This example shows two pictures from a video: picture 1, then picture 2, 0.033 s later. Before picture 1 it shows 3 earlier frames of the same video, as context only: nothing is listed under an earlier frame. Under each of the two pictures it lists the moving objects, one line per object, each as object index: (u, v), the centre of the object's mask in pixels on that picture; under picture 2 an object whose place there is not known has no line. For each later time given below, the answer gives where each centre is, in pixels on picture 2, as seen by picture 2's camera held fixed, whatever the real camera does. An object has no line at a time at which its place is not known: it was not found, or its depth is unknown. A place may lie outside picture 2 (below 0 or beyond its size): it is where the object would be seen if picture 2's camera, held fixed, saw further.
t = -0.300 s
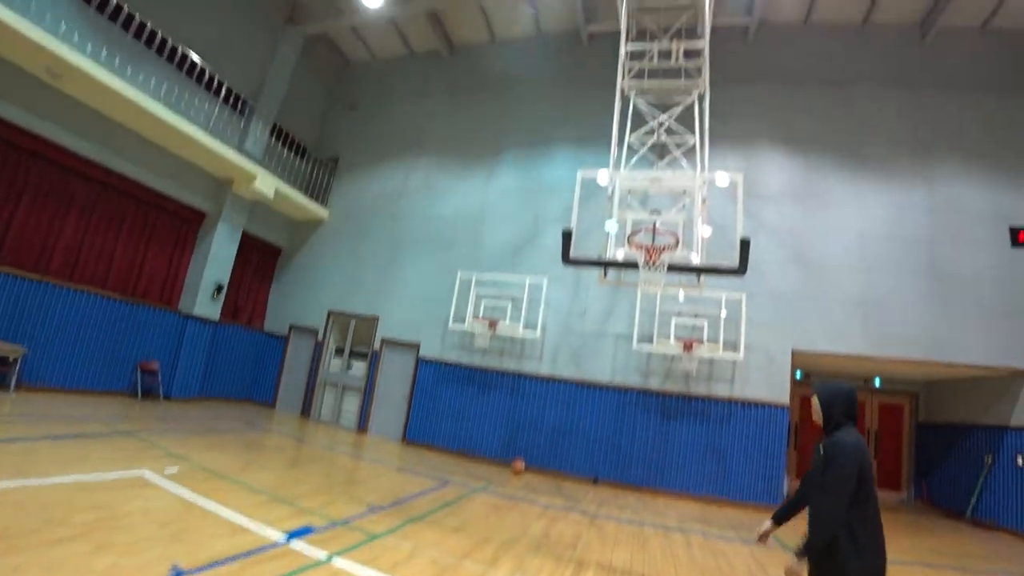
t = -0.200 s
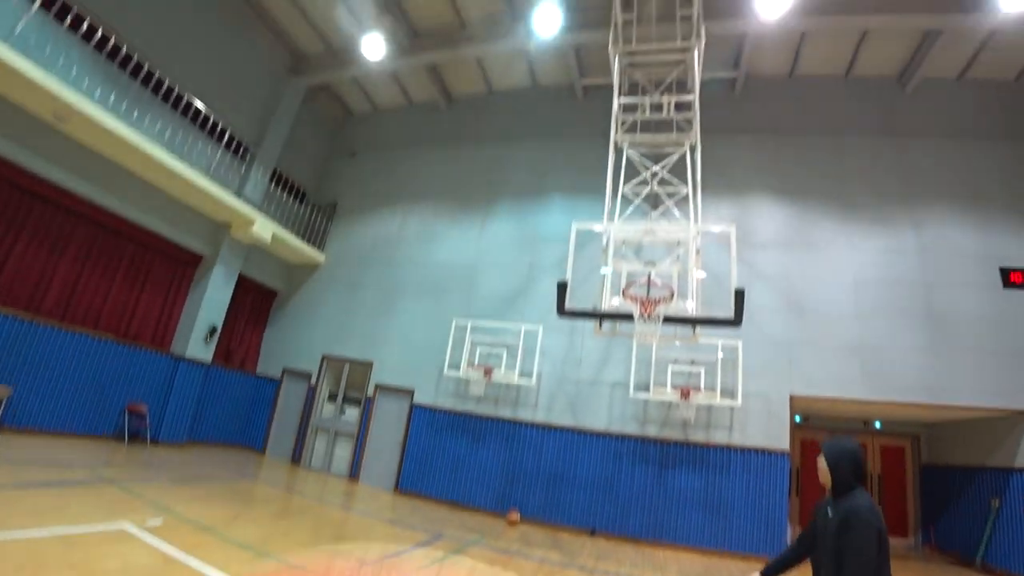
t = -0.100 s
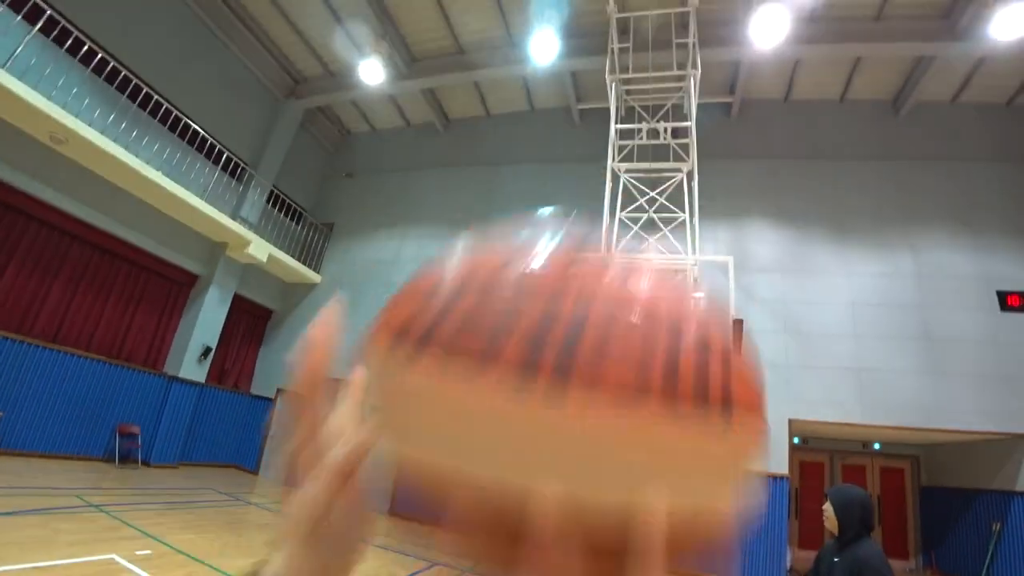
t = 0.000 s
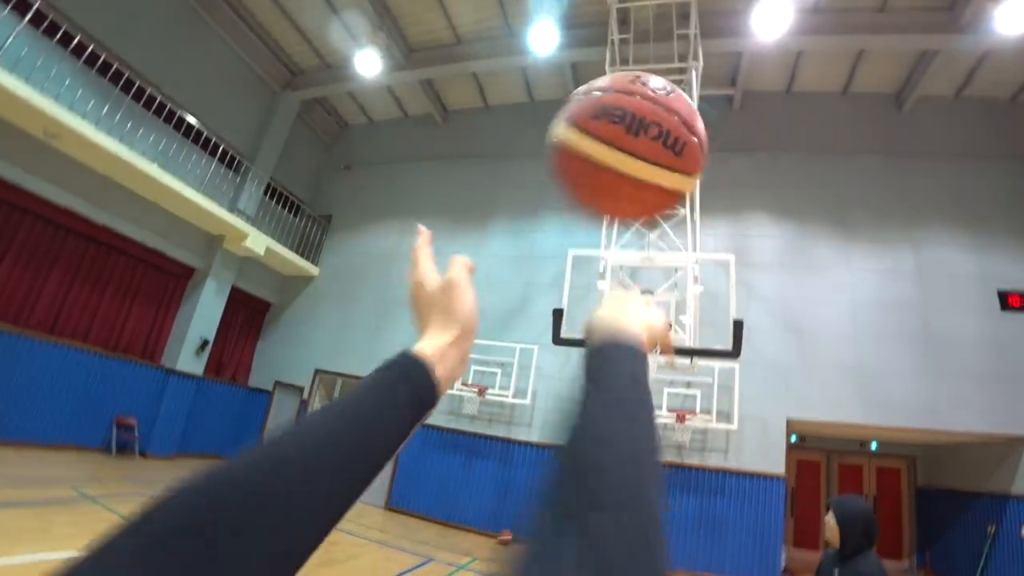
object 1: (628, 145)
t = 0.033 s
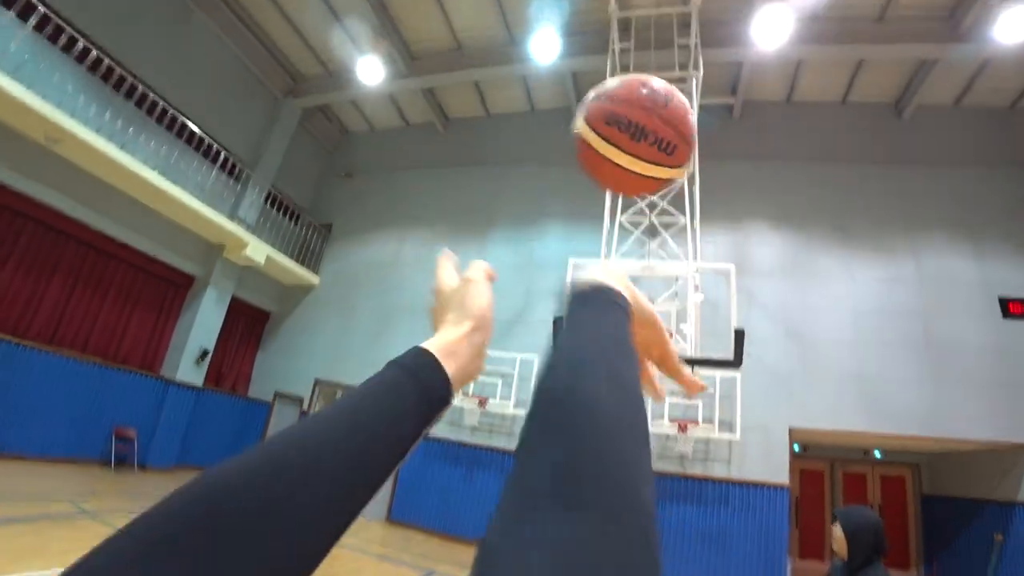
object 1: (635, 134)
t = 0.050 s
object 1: (636, 127)
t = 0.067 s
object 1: (637, 121)
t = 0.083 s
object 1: (639, 118)
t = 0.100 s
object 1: (640, 114)
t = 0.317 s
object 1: (645, 125)
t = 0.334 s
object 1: (646, 128)
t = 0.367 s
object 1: (647, 136)
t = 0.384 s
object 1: (647, 140)
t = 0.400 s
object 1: (648, 144)
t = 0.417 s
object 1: (649, 148)
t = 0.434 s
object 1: (649, 153)
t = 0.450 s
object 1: (650, 157)
